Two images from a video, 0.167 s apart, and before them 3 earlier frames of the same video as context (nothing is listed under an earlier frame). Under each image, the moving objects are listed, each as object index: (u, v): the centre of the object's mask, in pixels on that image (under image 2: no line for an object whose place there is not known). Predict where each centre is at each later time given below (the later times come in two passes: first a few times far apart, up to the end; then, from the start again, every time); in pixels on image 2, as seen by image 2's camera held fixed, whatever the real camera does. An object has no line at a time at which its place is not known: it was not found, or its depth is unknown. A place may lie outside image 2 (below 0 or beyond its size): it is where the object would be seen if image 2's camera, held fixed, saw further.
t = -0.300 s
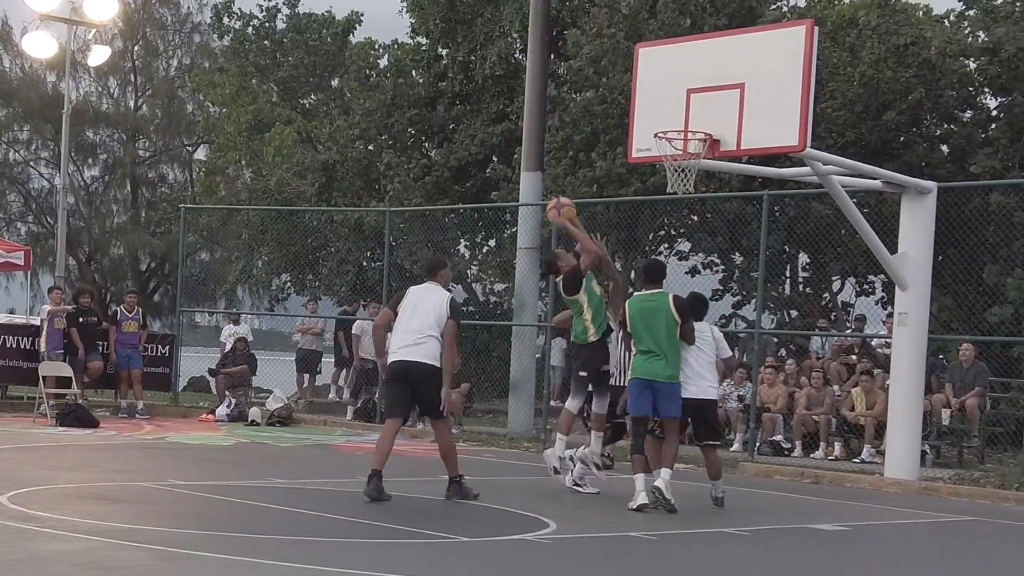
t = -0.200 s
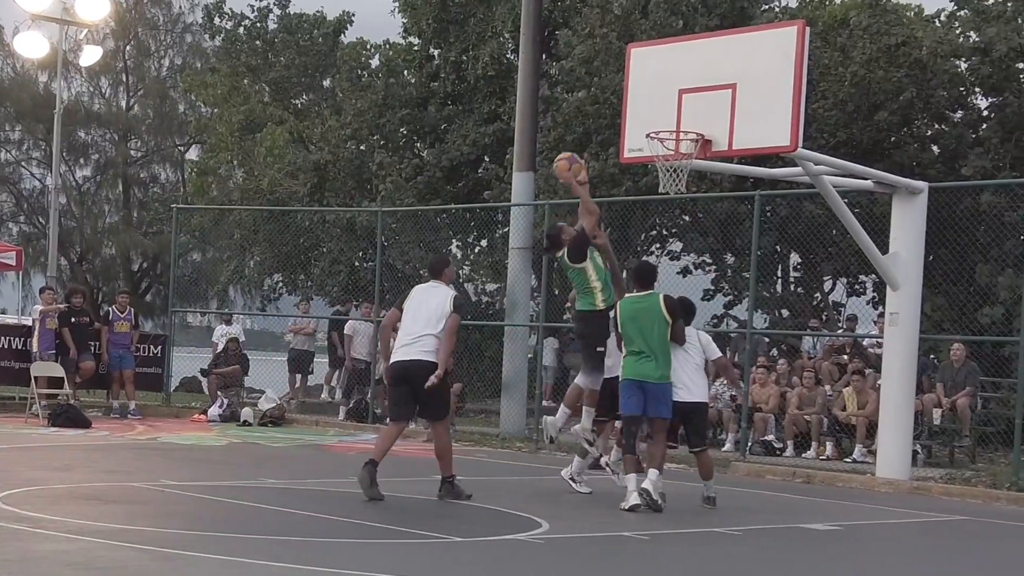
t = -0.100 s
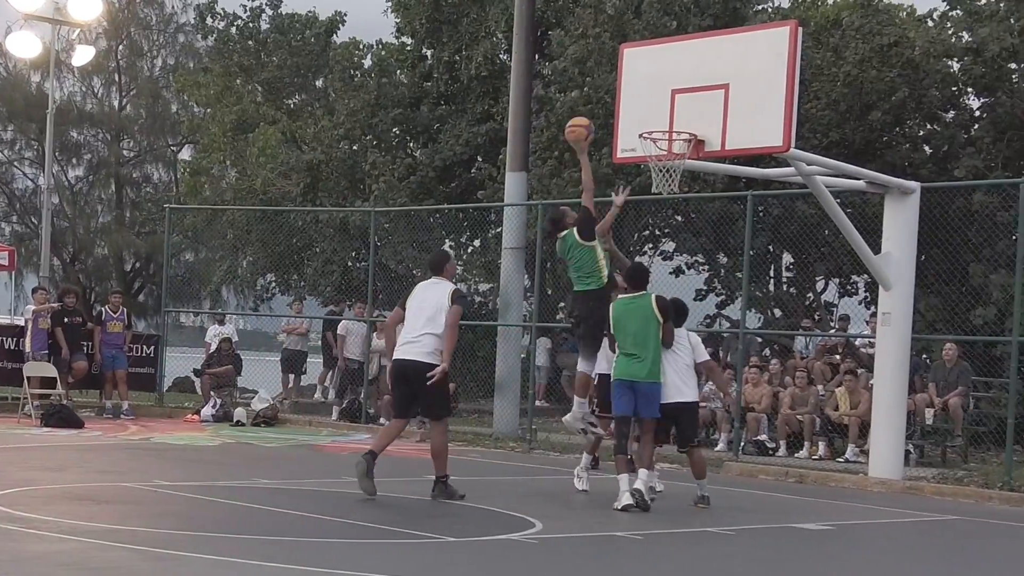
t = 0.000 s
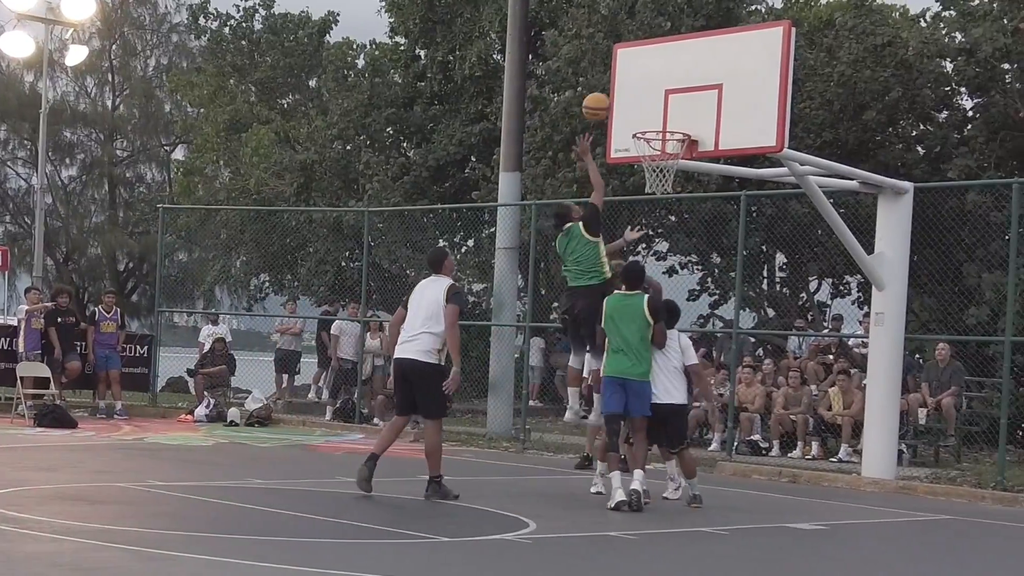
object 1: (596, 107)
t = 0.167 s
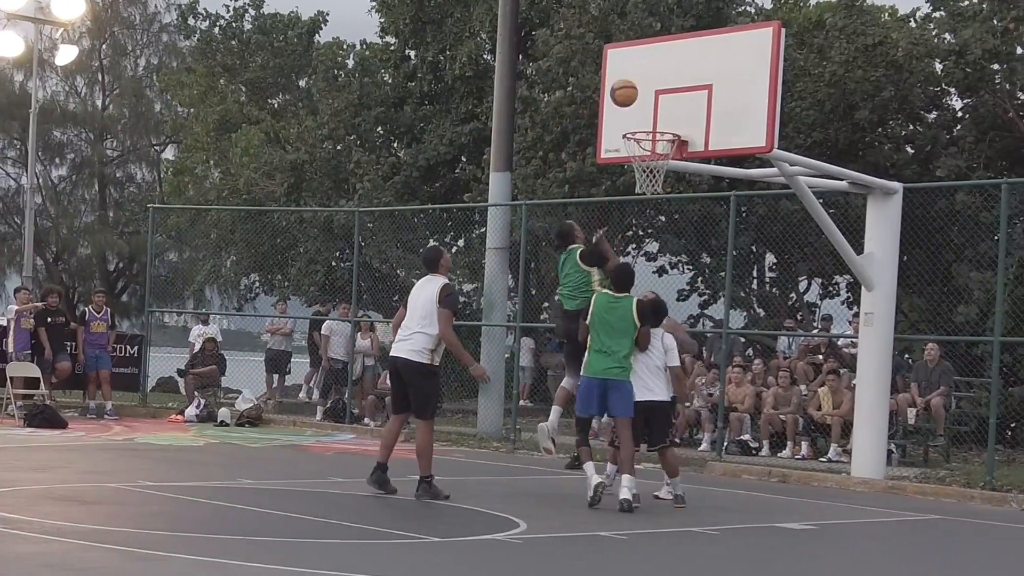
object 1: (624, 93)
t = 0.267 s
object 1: (644, 101)
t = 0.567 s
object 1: (658, 93)
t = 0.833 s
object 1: (636, 105)
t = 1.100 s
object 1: (614, 129)
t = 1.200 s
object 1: (604, 152)
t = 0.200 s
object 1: (631, 94)
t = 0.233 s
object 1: (638, 97)
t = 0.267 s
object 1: (644, 101)
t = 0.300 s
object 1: (651, 105)
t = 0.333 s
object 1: (658, 112)
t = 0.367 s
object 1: (664, 119)
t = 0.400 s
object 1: (670, 127)
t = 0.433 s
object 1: (668, 118)
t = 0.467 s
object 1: (666, 110)
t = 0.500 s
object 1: (663, 103)
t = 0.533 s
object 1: (661, 97)
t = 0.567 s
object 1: (658, 93)
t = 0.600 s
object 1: (656, 90)
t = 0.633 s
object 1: (653, 88)
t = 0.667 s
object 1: (651, 88)
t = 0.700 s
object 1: (648, 89)
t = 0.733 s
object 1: (645, 91)
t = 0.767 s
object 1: (643, 94)
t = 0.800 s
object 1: (639, 99)
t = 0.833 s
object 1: (636, 105)
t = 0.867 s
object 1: (633, 112)
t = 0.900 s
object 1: (630, 119)
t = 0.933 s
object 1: (628, 117)
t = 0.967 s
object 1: (625, 117)
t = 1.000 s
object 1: (622, 118)
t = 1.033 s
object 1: (620, 120)
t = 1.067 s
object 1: (617, 124)
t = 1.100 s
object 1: (614, 129)
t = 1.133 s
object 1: (610, 135)
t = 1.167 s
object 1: (607, 143)
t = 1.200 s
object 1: (604, 152)
